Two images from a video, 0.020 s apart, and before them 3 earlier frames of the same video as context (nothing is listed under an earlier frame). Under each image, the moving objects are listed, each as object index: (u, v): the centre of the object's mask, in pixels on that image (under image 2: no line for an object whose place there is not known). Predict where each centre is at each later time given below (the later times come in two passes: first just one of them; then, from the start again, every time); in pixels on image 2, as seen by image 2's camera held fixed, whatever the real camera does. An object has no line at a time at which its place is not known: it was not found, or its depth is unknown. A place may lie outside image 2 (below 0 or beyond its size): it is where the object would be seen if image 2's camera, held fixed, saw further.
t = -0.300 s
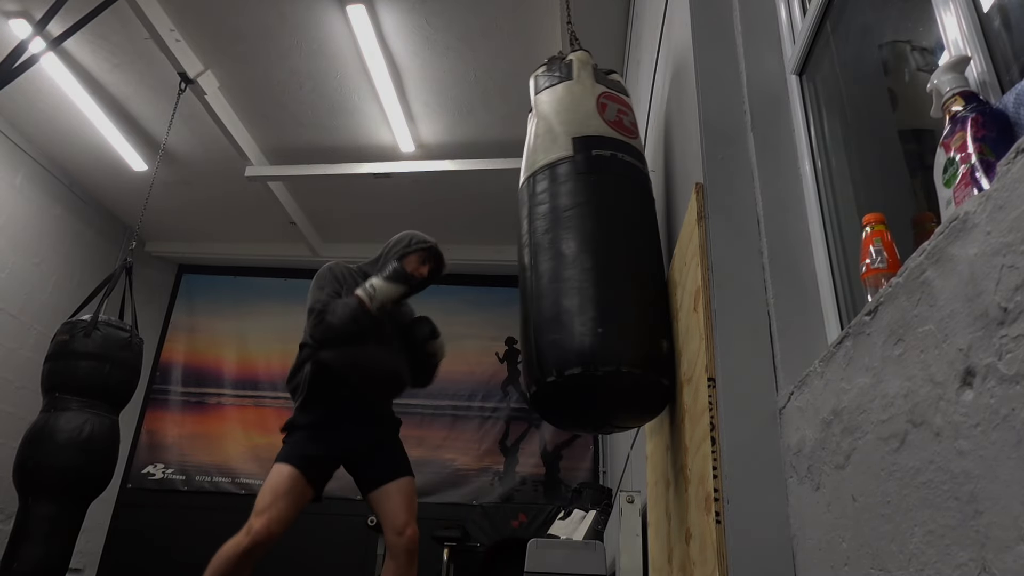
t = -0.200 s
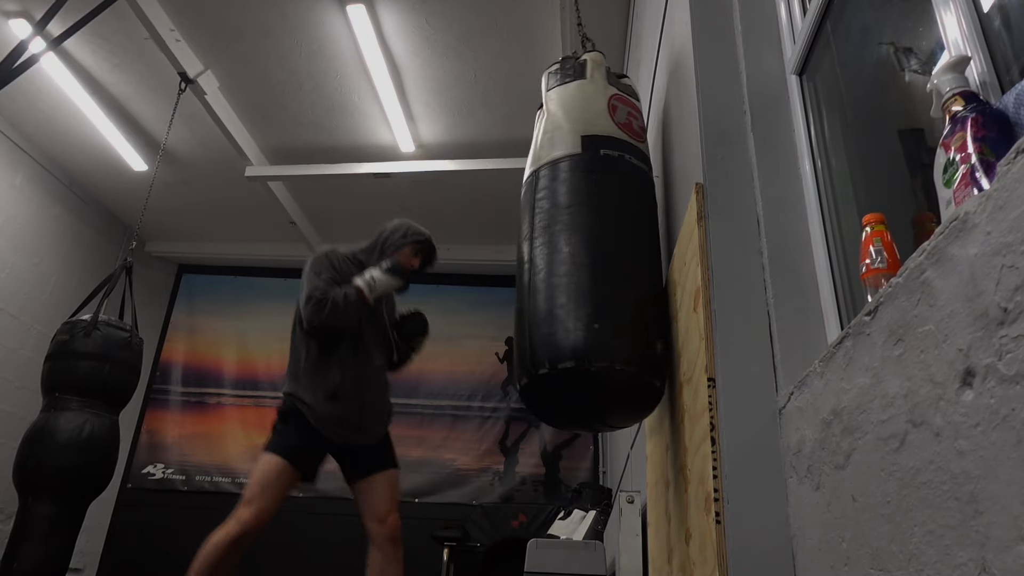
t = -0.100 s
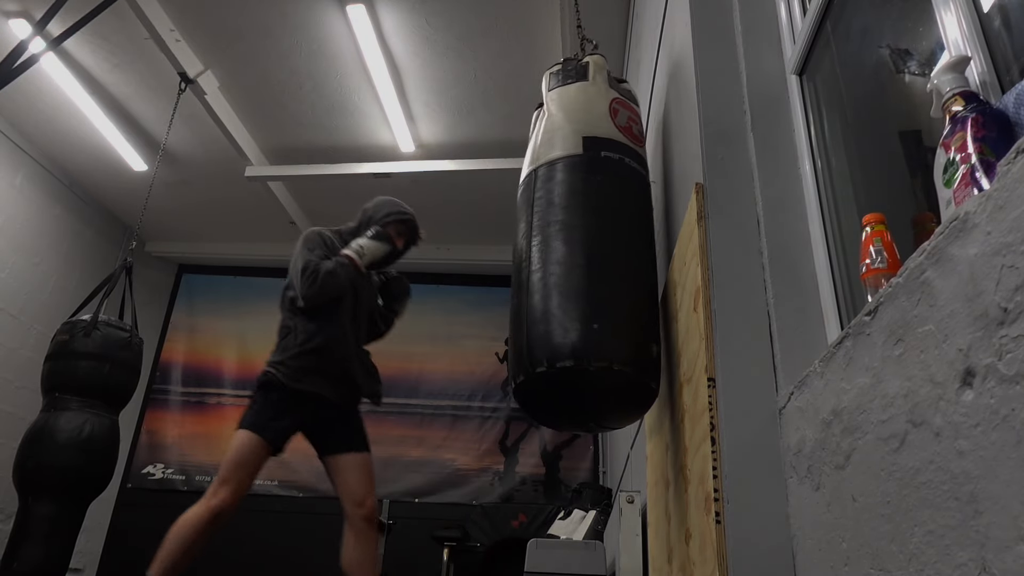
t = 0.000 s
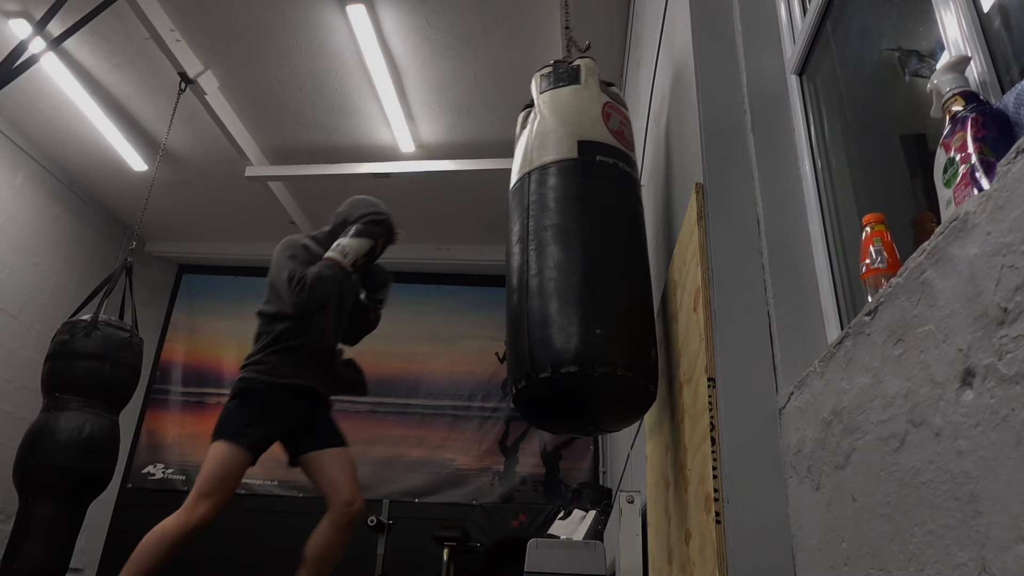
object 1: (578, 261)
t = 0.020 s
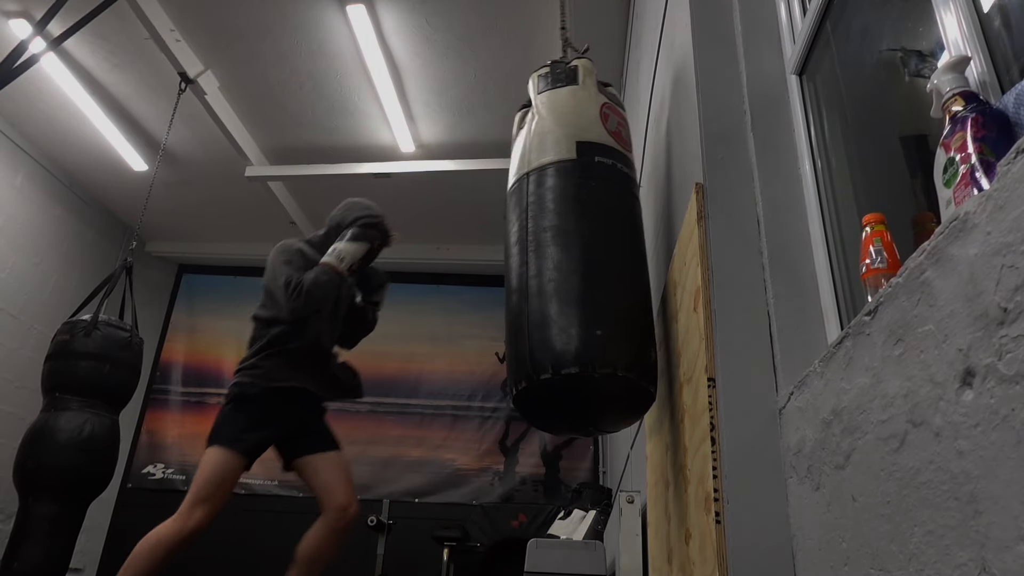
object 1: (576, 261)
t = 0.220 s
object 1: (559, 265)
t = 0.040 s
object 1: (575, 261)
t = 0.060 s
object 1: (573, 261)
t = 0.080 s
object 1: (571, 261)
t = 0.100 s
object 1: (569, 262)
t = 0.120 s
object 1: (567, 262)
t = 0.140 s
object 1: (566, 262)
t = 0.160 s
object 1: (564, 263)
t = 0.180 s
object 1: (562, 263)
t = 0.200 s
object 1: (560, 264)
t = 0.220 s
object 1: (559, 265)
